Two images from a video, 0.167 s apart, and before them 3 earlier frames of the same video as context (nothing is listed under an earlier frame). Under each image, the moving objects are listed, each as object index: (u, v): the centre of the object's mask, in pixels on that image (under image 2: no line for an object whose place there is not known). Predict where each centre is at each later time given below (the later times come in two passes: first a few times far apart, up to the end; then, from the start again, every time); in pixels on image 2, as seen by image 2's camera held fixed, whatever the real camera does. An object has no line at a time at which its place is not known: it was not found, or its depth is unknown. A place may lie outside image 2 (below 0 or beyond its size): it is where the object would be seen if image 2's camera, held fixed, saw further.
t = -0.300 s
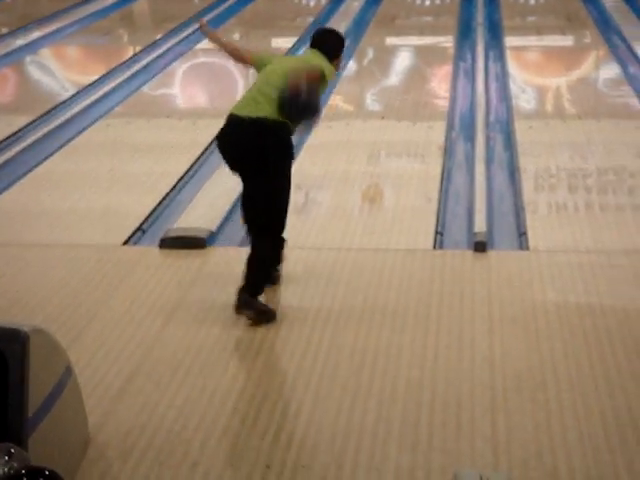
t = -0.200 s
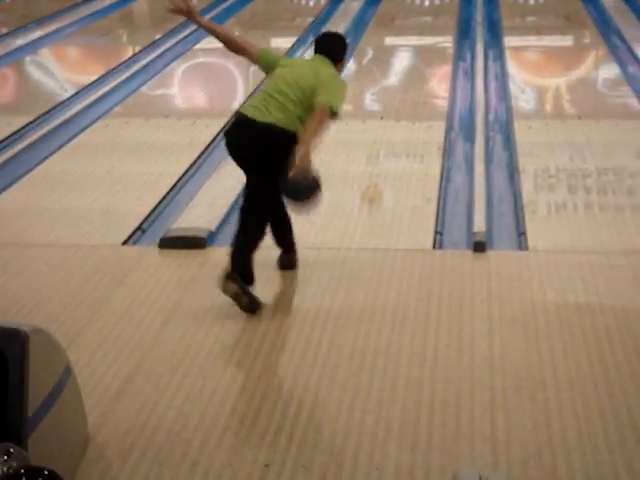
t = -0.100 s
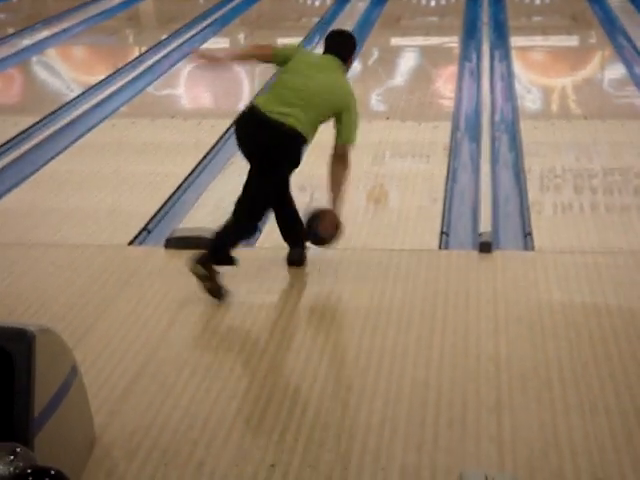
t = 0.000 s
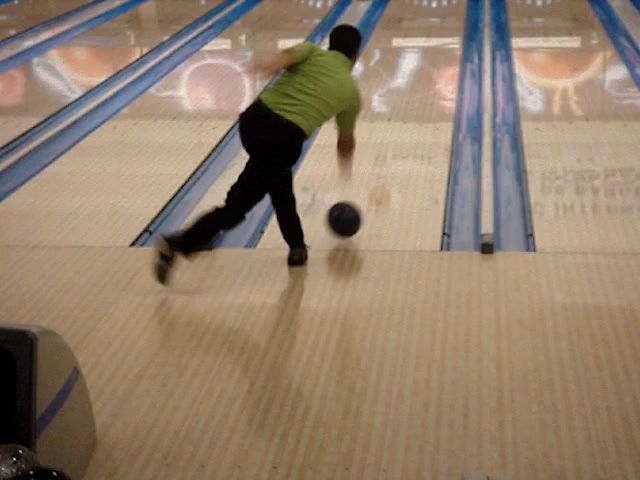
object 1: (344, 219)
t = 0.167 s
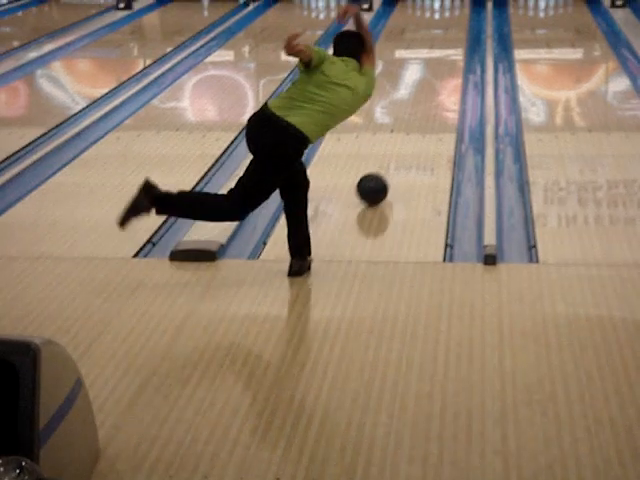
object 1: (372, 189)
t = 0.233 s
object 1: (380, 174)
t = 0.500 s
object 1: (407, 124)
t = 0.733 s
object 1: (424, 92)
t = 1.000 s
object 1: (439, 63)
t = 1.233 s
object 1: (448, 43)
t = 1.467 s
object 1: (455, 25)
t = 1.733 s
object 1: (457, 9)
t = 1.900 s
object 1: (456, 2)
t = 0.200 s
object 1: (376, 181)
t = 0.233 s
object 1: (380, 174)
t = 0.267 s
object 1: (384, 166)
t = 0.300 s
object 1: (388, 160)
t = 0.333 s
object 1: (392, 153)
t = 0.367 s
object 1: (395, 147)
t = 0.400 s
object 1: (398, 140)
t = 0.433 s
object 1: (401, 135)
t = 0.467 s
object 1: (404, 129)
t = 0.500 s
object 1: (407, 124)
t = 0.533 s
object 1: (410, 119)
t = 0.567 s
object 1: (413, 114)
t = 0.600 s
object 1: (415, 109)
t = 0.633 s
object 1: (418, 105)
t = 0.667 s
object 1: (420, 100)
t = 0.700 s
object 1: (422, 96)
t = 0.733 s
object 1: (424, 92)
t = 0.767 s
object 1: (427, 88)
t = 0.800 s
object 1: (429, 84)
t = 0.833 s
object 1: (431, 80)
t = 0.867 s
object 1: (432, 77)
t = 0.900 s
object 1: (434, 73)
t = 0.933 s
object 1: (436, 69)
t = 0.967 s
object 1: (438, 66)
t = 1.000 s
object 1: (439, 63)
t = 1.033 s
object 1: (441, 60)
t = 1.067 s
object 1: (442, 57)
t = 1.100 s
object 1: (443, 54)
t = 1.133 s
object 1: (445, 51)
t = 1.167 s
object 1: (446, 48)
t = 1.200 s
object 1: (447, 45)
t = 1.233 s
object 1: (448, 43)
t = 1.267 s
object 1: (449, 40)
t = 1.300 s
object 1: (450, 37)
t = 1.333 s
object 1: (451, 35)
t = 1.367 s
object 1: (452, 32)
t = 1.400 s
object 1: (453, 30)
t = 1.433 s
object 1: (454, 28)
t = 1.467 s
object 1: (455, 25)
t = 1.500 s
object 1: (455, 23)
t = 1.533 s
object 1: (456, 21)
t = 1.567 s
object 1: (456, 19)
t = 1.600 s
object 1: (456, 17)
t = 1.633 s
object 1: (457, 15)
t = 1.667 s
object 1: (457, 14)
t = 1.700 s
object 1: (457, 11)
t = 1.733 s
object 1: (457, 9)
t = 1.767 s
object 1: (457, 8)
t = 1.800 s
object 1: (457, 6)
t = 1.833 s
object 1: (456, 5)
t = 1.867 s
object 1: (456, 3)
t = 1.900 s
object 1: (456, 2)
